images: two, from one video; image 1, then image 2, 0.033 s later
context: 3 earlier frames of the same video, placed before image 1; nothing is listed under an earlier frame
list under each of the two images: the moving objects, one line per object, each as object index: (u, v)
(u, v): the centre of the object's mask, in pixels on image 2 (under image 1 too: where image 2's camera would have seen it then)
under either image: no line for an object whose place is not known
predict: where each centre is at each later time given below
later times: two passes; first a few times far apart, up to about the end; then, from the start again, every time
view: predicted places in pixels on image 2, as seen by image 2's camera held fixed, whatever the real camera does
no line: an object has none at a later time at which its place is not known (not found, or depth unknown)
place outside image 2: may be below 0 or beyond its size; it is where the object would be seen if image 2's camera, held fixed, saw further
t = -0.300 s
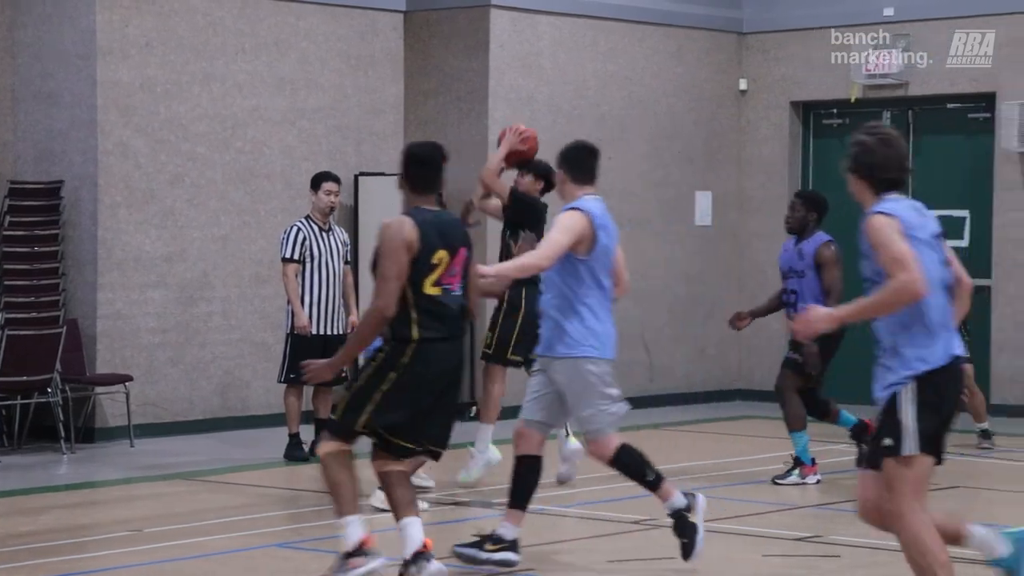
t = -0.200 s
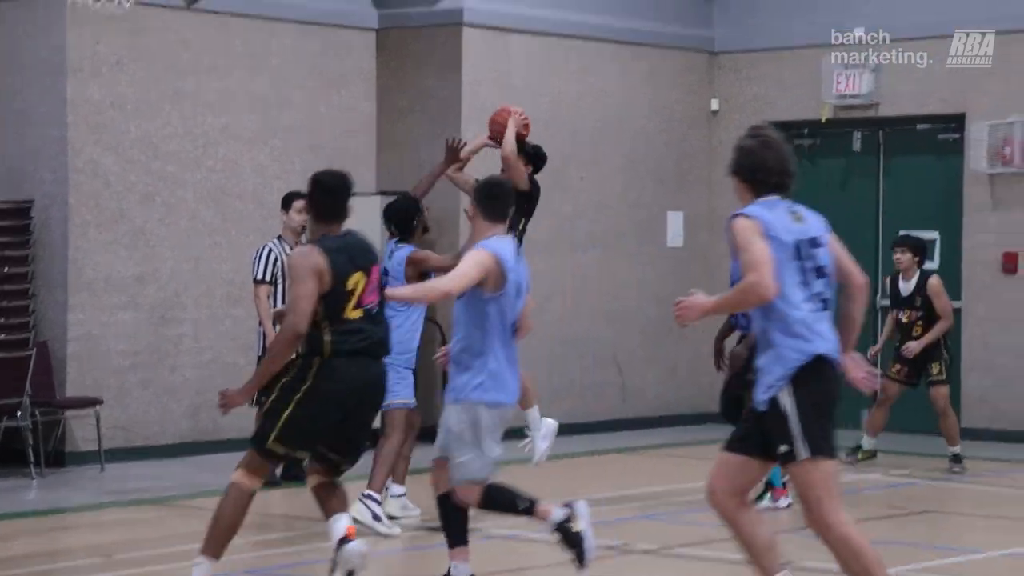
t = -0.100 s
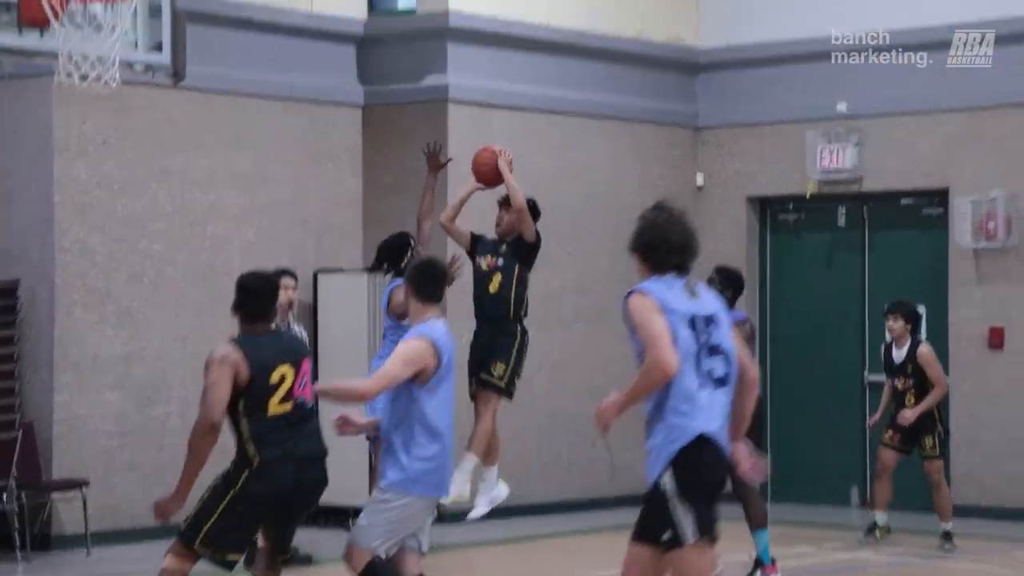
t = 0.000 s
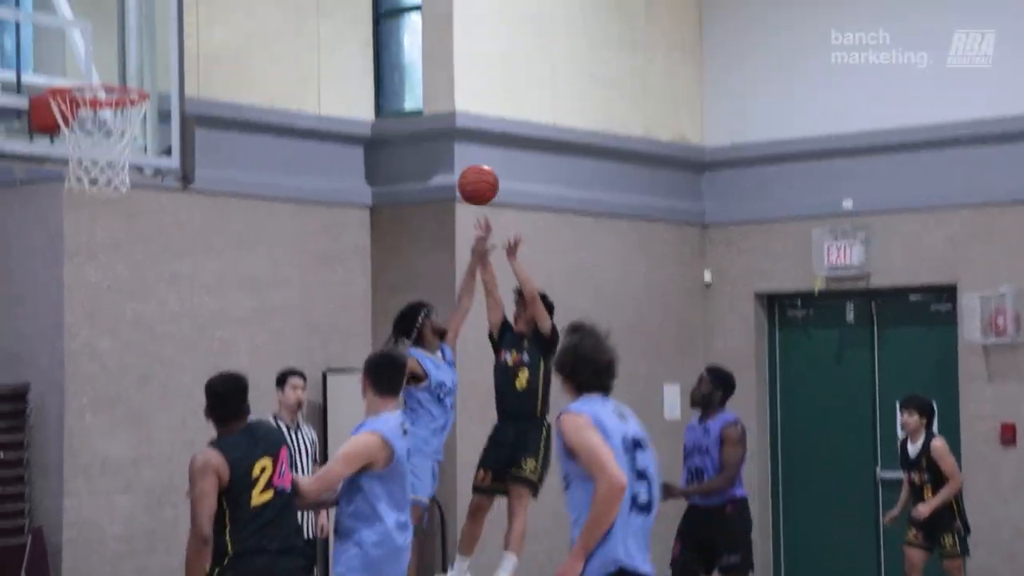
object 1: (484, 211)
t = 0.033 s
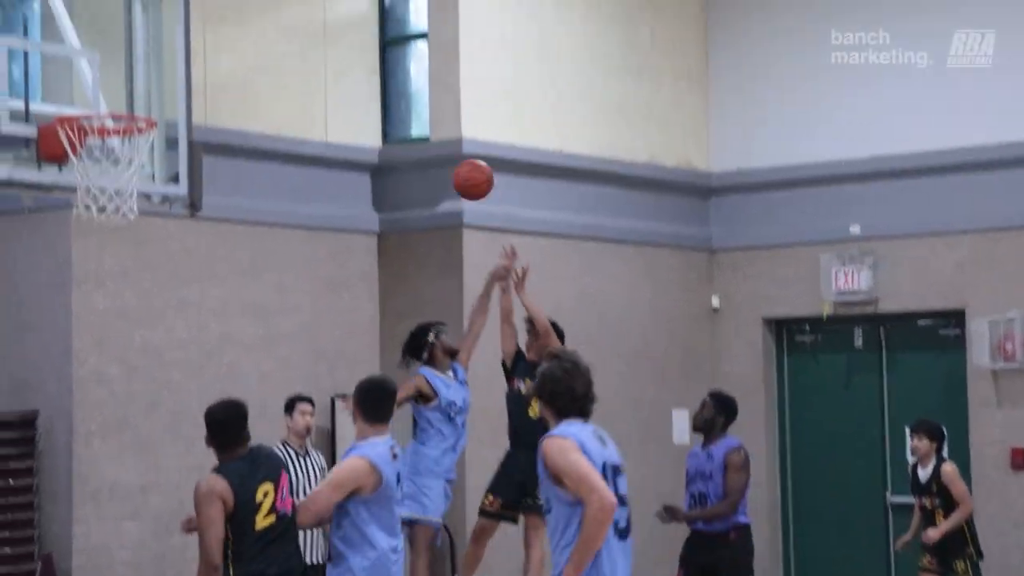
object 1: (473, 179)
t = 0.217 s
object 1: (403, 40)
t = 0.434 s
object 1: (319, -56)
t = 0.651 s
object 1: (229, -69)
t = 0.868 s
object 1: (134, -1)
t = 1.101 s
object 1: (131, 65)
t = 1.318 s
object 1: (285, 41)
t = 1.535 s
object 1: (437, 112)
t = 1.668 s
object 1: (530, 206)
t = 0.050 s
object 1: (467, 165)
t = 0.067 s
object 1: (460, 150)
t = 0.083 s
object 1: (454, 136)
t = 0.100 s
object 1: (448, 122)
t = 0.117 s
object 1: (442, 109)
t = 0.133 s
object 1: (436, 96)
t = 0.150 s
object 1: (429, 84)
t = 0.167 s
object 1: (423, 72)
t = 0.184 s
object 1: (417, 60)
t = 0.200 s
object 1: (410, 50)
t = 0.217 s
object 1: (403, 40)
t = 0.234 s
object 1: (397, 32)
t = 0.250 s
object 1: (391, 22)
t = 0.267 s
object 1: (385, 12)
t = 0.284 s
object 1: (378, 3)
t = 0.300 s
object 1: (372, -6)
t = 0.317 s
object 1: (366, -14)
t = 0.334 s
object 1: (359, -22)
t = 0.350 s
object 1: (352, -28)
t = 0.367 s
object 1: (346, -35)
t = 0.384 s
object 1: (339, -41)
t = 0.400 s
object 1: (332, -48)
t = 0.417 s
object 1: (326, -52)
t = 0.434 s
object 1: (319, -56)
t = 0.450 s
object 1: (312, -59)
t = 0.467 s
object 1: (305, -61)
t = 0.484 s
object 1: (299, -64)
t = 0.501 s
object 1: (292, -65)
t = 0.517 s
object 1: (285, -66)
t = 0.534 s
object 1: (278, -67)
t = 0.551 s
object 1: (272, -68)
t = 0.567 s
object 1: (265, -69)
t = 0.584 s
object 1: (258, -69)
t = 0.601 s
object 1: (251, -69)
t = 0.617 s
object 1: (244, -69)
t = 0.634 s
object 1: (236, -69)
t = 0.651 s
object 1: (229, -69)
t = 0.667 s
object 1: (222, -68)
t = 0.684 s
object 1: (215, -67)
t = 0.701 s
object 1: (208, -65)
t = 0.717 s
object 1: (200, -62)
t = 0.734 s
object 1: (193, -58)
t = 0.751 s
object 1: (186, -53)
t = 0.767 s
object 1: (179, -47)
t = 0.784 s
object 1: (172, -40)
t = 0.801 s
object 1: (164, -33)
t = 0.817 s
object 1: (157, -26)
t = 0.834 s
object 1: (149, -19)
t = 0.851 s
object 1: (142, -10)
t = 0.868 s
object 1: (134, -1)
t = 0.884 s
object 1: (126, 10)
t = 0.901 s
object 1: (118, 20)
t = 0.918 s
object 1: (110, 31)
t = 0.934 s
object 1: (102, 42)
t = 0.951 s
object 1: (95, 55)
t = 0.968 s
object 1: (87, 68)
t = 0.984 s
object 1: (78, 82)
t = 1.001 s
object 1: (70, 93)
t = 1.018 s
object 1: (72, 95)
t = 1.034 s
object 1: (84, 89)
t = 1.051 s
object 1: (96, 83)
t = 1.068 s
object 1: (108, 76)
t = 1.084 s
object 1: (119, 71)
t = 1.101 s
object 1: (131, 65)
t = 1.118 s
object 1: (142, 60)
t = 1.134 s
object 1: (154, 55)
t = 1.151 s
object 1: (166, 50)
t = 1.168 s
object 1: (177, 47)
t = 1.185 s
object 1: (189, 44)
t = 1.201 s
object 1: (201, 42)
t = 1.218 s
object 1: (214, 41)
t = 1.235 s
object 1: (226, 40)
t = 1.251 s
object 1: (237, 38)
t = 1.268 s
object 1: (249, 38)
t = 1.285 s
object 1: (261, 39)
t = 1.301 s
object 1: (273, 39)
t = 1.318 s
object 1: (285, 41)
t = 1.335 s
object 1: (297, 43)
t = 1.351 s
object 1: (309, 45)
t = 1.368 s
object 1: (320, 49)
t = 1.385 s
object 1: (332, 53)
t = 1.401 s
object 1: (344, 57)
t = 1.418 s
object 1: (356, 62)
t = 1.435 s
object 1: (368, 68)
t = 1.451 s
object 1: (380, 74)
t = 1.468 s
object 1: (390, 80)
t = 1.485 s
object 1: (403, 89)
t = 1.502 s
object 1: (413, 95)
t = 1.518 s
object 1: (427, 106)
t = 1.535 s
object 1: (437, 112)
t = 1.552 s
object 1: (449, 123)
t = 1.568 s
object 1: (459, 132)
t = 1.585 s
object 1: (471, 143)
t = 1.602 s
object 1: (483, 155)
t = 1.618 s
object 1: (495, 166)
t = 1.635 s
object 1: (506, 179)
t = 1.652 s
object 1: (518, 191)
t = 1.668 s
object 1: (530, 206)
